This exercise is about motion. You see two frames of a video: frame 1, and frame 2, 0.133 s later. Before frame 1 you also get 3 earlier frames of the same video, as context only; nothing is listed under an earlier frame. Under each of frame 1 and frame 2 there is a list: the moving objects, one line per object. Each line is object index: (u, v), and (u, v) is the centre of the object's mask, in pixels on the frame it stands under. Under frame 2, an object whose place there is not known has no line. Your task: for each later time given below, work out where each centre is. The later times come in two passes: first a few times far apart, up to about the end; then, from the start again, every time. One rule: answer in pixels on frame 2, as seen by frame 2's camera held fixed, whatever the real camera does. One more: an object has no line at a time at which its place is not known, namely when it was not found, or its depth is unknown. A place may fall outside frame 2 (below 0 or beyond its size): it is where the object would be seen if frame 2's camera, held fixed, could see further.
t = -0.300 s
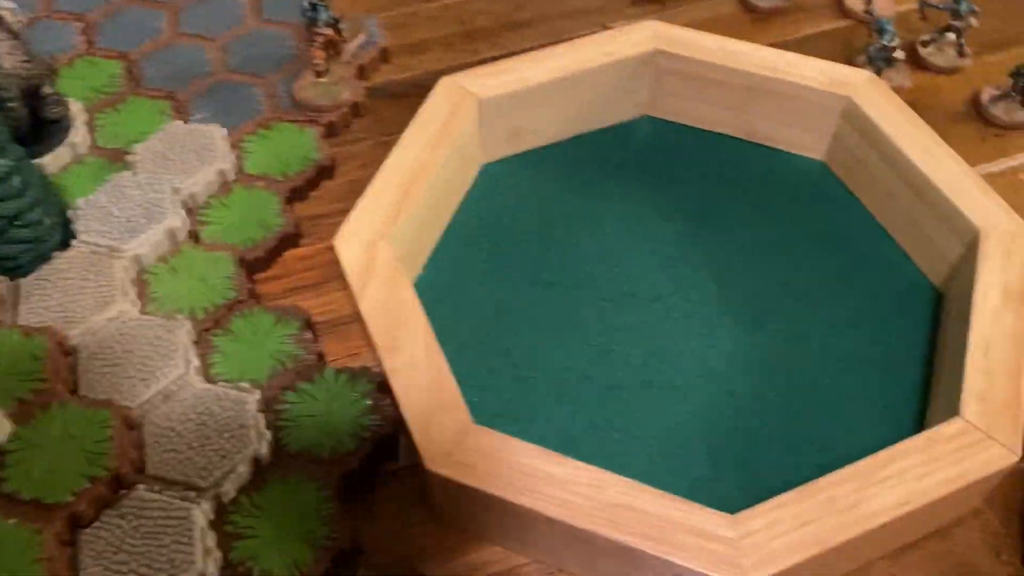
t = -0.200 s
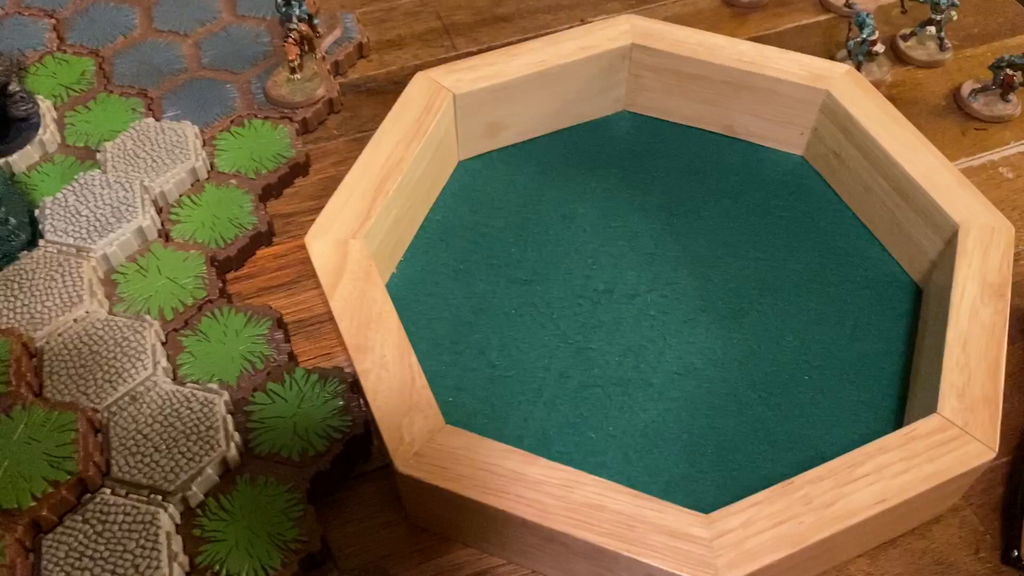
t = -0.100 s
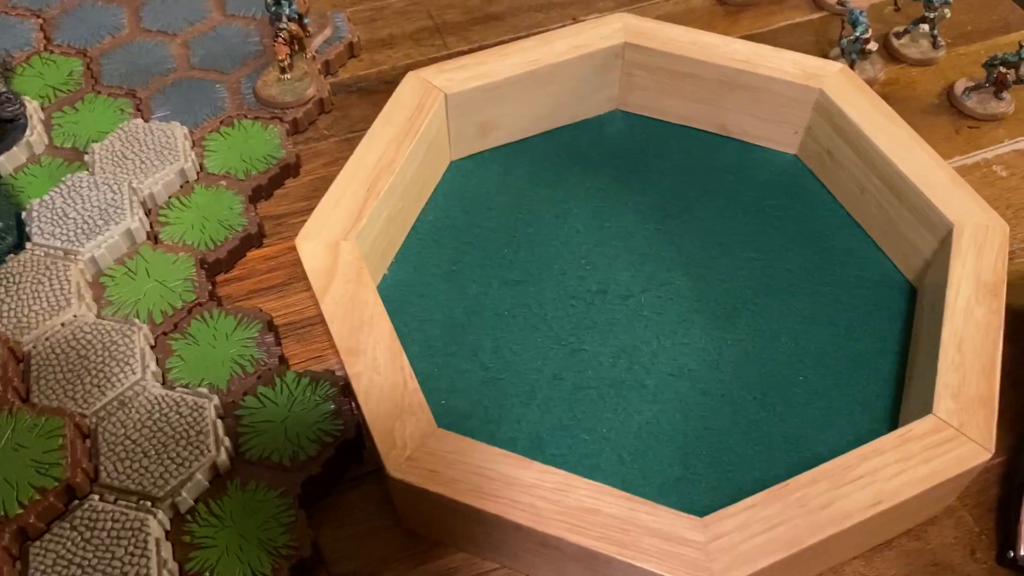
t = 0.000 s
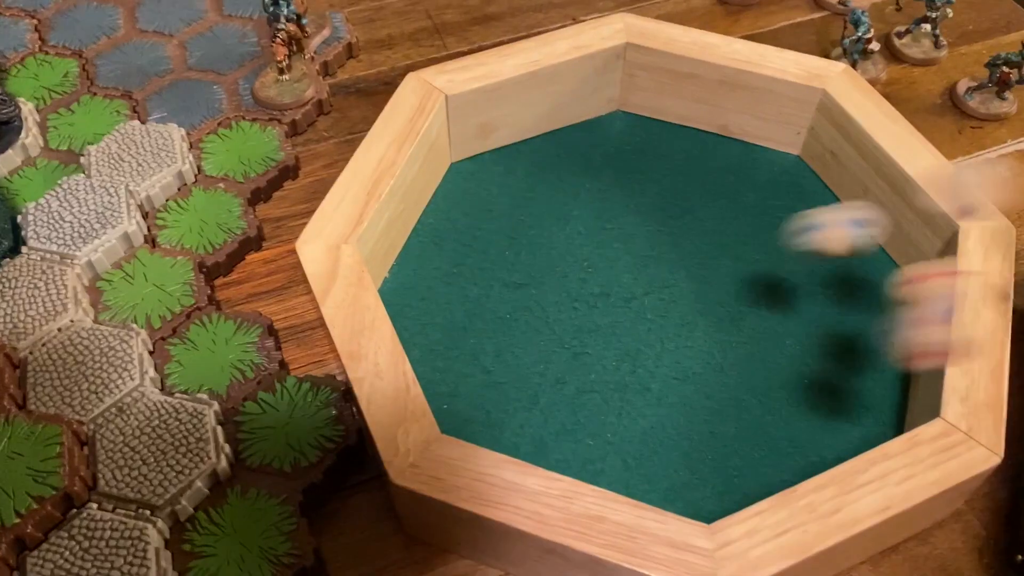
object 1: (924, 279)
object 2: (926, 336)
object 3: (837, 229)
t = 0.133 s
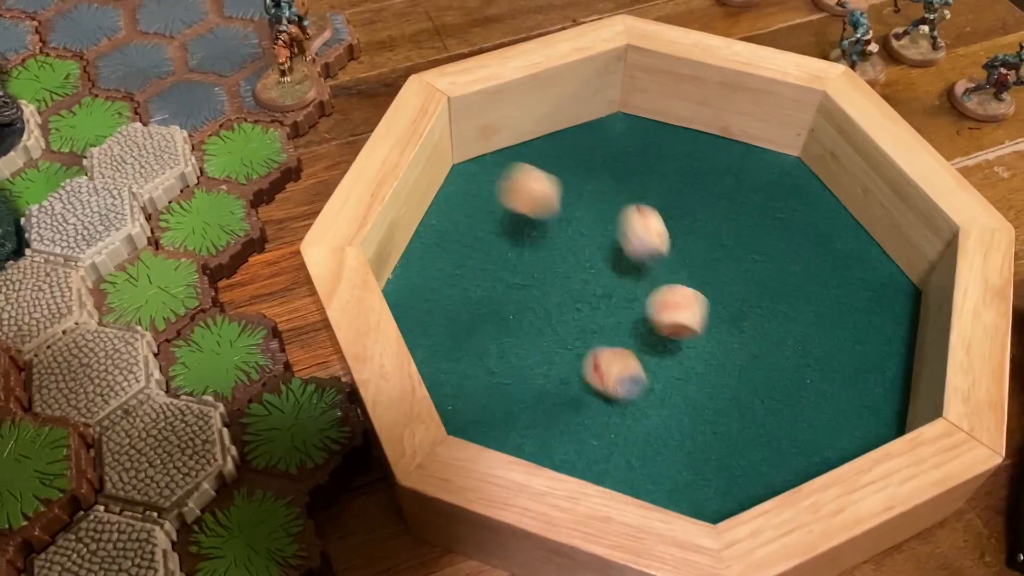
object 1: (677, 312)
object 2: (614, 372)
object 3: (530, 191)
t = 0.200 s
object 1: (611, 326)
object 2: (561, 336)
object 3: (447, 191)
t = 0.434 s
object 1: (557, 398)
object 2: (450, 238)
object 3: (489, 220)
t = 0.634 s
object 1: (557, 397)
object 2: (453, 244)
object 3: (490, 220)
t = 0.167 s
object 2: (583, 357)
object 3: (478, 179)
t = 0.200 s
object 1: (611, 326)
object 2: (561, 336)
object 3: (447, 191)
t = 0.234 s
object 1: (592, 349)
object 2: (534, 313)
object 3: (490, 224)
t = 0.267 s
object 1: (582, 349)
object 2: (503, 290)
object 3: (510, 225)
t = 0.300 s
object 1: (573, 362)
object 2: (473, 270)
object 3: (502, 223)
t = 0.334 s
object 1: (562, 373)
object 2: (445, 255)
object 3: (502, 220)
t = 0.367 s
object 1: (555, 388)
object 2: (427, 240)
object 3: (498, 220)
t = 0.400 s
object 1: (556, 396)
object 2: (445, 239)
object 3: (493, 221)
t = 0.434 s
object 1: (557, 398)
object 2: (450, 238)
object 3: (489, 220)
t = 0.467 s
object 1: (558, 396)
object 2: (445, 240)
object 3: (490, 219)
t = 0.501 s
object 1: (557, 397)
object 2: (443, 242)
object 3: (489, 221)
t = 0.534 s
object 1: (558, 397)
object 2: (443, 244)
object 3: (489, 221)
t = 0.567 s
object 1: (558, 397)
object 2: (445, 246)
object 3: (489, 220)
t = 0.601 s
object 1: (558, 397)
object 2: (449, 246)
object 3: (489, 220)
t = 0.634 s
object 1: (557, 397)
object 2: (453, 244)
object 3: (490, 220)
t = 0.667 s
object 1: (558, 397)
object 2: (454, 241)
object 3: (490, 220)
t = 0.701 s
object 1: (558, 397)
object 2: (454, 241)
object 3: (490, 220)
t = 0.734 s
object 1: (558, 397)
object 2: (453, 244)
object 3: (490, 220)
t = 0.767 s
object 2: (454, 243)
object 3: (490, 220)
